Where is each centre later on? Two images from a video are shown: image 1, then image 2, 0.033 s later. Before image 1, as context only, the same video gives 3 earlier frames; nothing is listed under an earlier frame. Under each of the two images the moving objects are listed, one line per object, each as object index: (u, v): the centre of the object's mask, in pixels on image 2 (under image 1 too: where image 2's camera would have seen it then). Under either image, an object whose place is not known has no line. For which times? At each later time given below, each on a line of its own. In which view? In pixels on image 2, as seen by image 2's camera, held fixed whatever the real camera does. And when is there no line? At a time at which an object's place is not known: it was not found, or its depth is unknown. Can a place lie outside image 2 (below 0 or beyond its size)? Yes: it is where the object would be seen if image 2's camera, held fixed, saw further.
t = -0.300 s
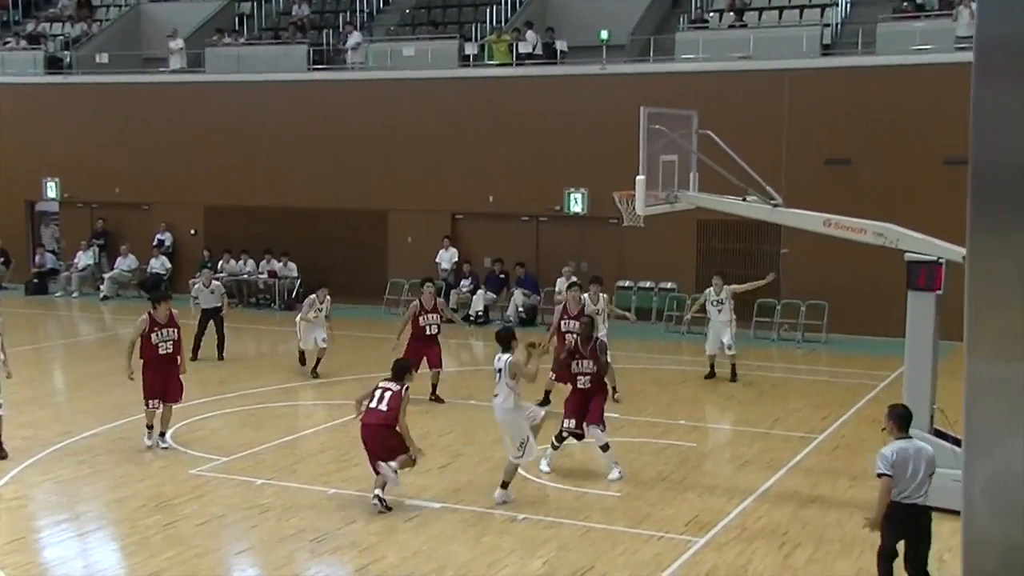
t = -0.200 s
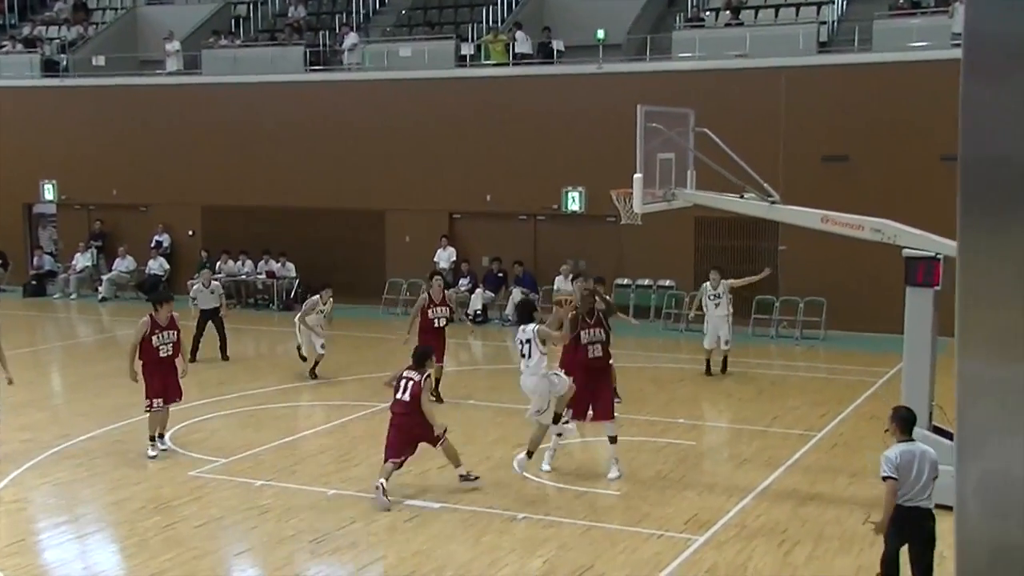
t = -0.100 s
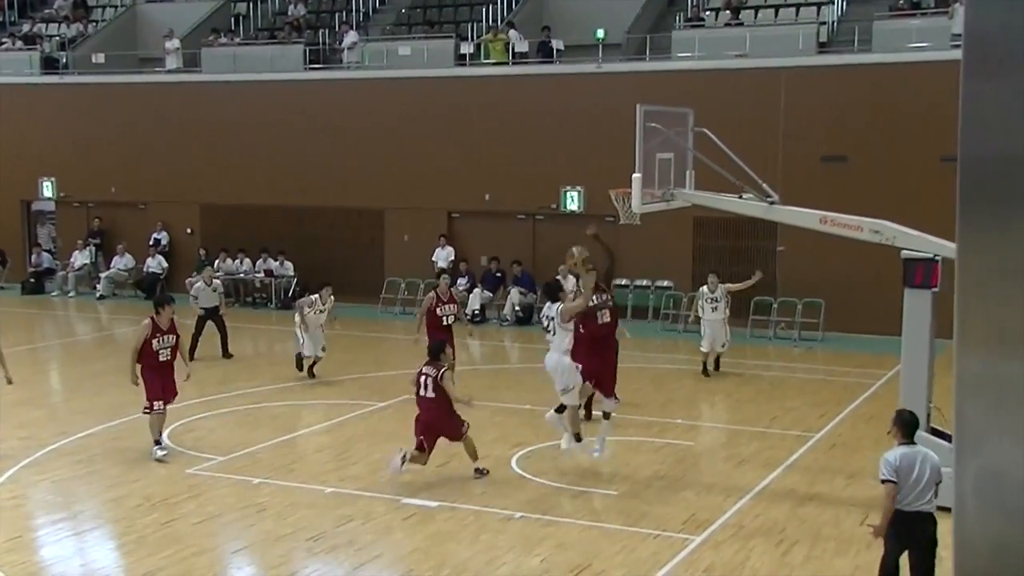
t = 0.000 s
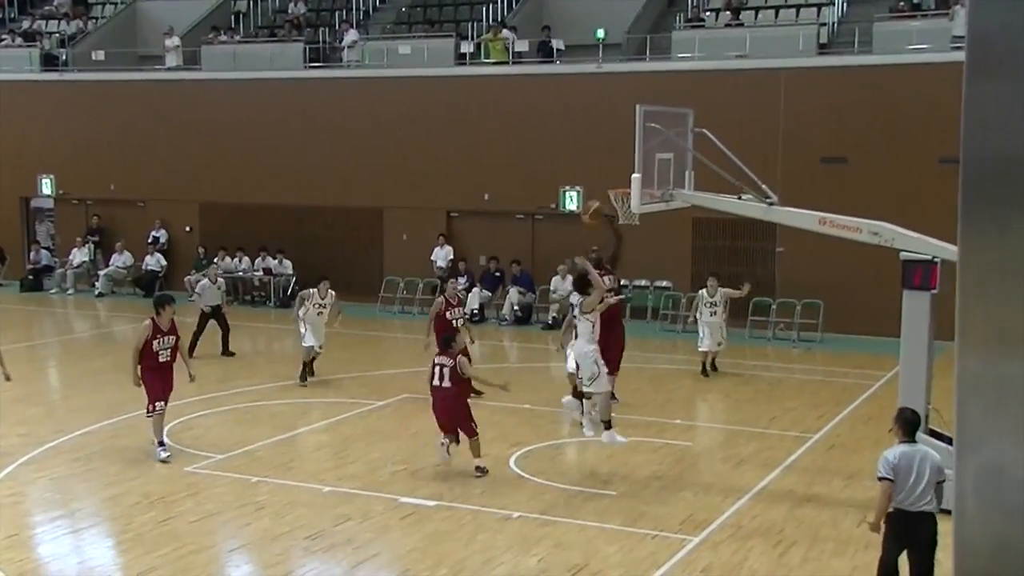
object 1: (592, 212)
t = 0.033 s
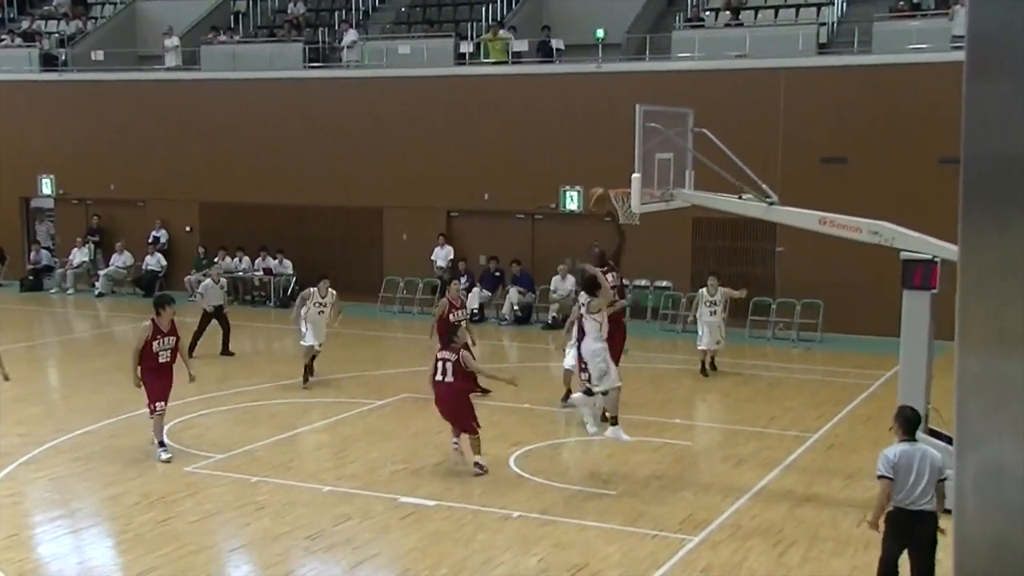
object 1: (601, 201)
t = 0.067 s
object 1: (603, 188)
